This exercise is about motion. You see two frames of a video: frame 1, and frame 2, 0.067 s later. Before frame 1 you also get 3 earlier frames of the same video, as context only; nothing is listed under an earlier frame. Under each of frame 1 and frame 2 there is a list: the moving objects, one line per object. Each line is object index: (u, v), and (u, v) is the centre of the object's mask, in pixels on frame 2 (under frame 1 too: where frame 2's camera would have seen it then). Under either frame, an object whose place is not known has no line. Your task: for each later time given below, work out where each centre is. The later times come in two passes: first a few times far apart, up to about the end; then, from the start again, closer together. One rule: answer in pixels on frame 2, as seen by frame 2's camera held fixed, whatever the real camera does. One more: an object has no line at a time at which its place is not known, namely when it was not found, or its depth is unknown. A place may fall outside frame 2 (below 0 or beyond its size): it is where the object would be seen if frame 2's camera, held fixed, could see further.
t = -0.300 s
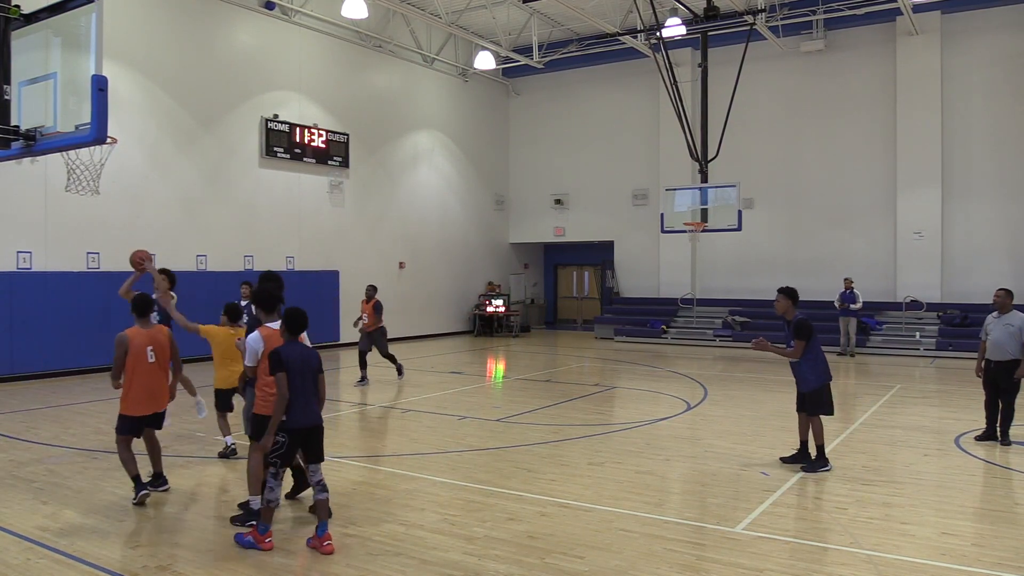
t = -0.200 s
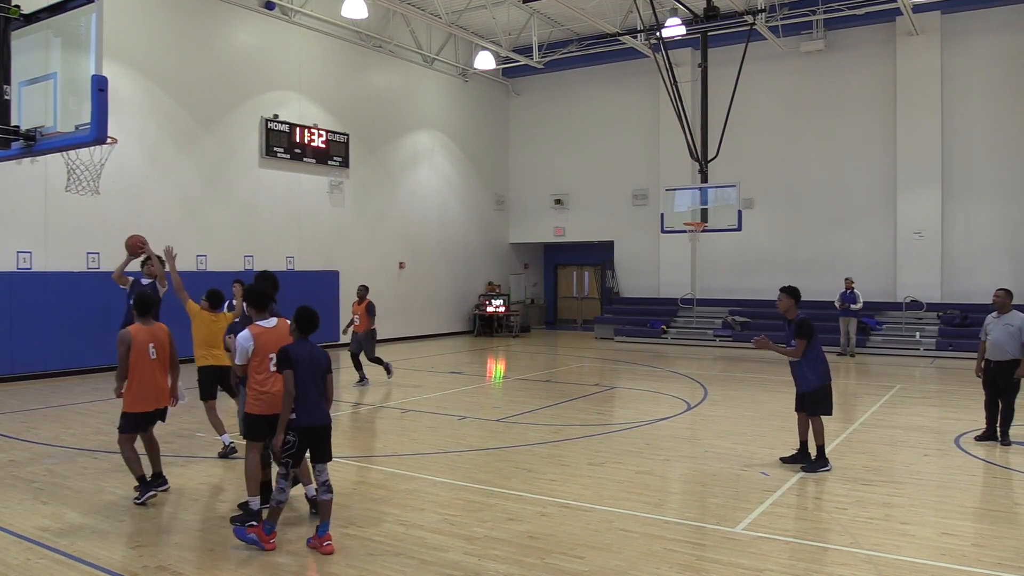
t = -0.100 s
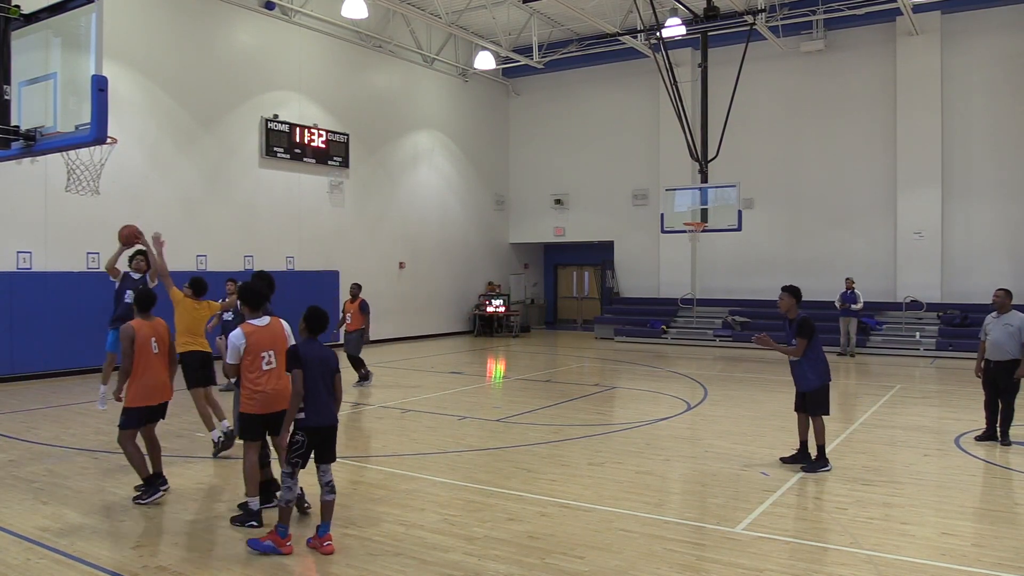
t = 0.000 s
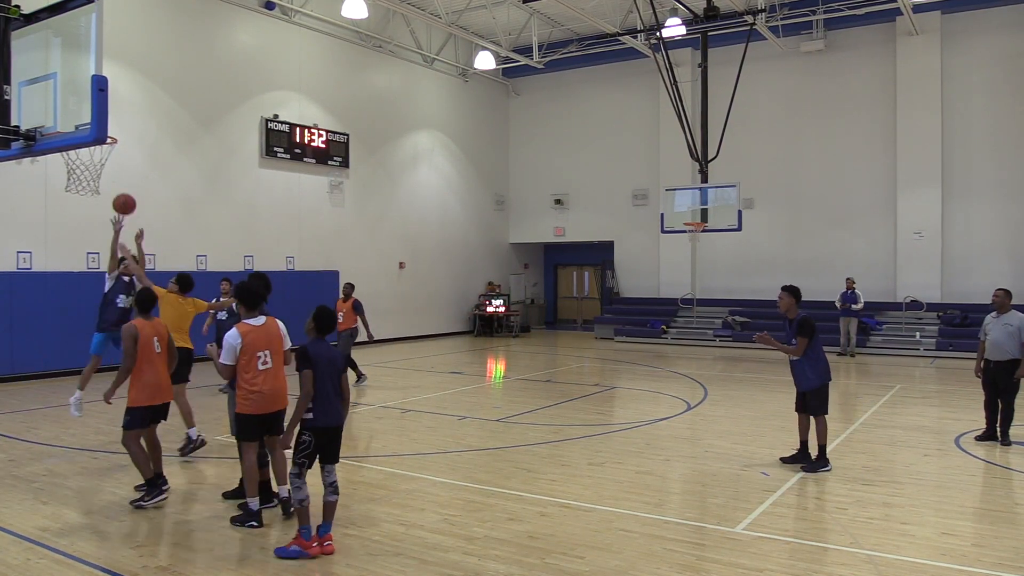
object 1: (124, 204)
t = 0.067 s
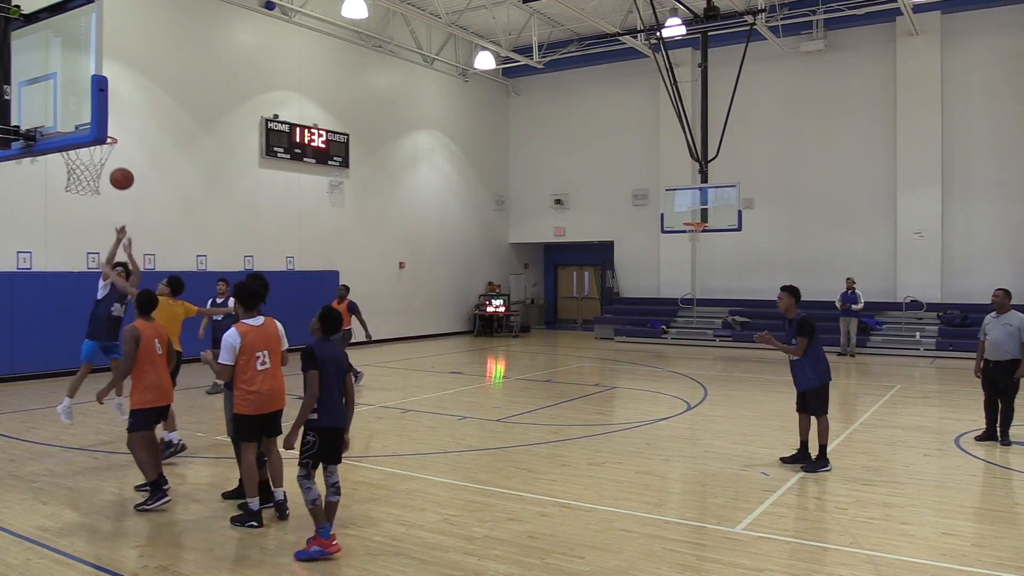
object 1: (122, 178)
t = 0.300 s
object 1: (116, 115)
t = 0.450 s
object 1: (113, 98)
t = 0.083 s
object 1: (121, 173)
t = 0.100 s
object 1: (120, 167)
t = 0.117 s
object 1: (120, 162)
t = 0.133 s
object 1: (120, 157)
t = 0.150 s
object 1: (121, 152)
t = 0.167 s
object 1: (121, 147)
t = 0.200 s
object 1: (119, 136)
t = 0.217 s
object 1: (118, 132)
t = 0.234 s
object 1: (117, 128)
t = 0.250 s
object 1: (117, 125)
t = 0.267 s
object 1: (116, 121)
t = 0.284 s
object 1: (116, 118)
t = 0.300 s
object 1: (116, 115)
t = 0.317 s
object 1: (115, 112)
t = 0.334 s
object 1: (115, 109)
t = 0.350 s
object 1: (115, 107)
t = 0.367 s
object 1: (114, 105)
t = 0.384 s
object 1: (114, 103)
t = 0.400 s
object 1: (114, 101)
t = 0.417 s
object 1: (114, 100)
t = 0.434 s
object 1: (113, 99)
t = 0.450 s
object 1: (113, 98)
